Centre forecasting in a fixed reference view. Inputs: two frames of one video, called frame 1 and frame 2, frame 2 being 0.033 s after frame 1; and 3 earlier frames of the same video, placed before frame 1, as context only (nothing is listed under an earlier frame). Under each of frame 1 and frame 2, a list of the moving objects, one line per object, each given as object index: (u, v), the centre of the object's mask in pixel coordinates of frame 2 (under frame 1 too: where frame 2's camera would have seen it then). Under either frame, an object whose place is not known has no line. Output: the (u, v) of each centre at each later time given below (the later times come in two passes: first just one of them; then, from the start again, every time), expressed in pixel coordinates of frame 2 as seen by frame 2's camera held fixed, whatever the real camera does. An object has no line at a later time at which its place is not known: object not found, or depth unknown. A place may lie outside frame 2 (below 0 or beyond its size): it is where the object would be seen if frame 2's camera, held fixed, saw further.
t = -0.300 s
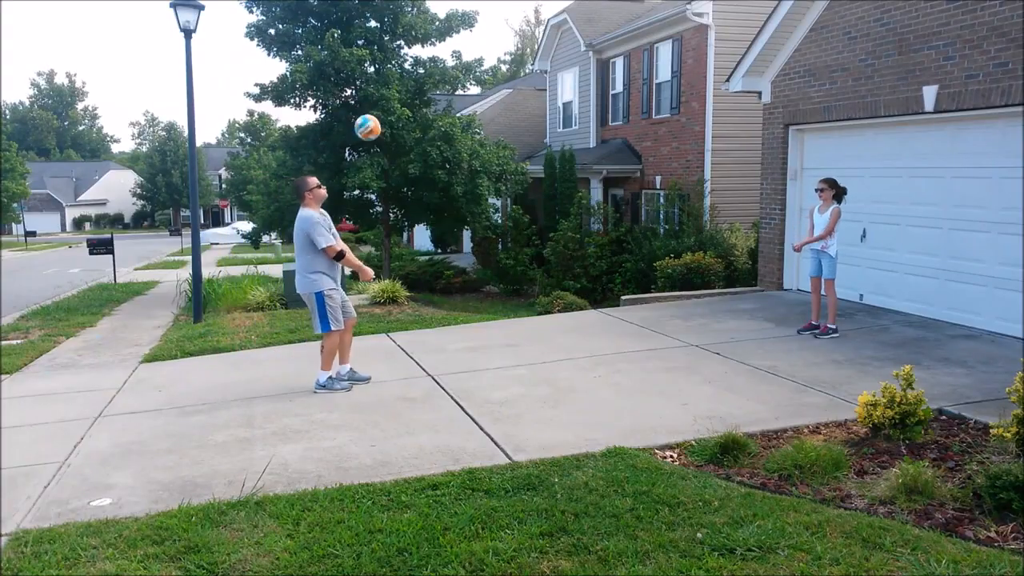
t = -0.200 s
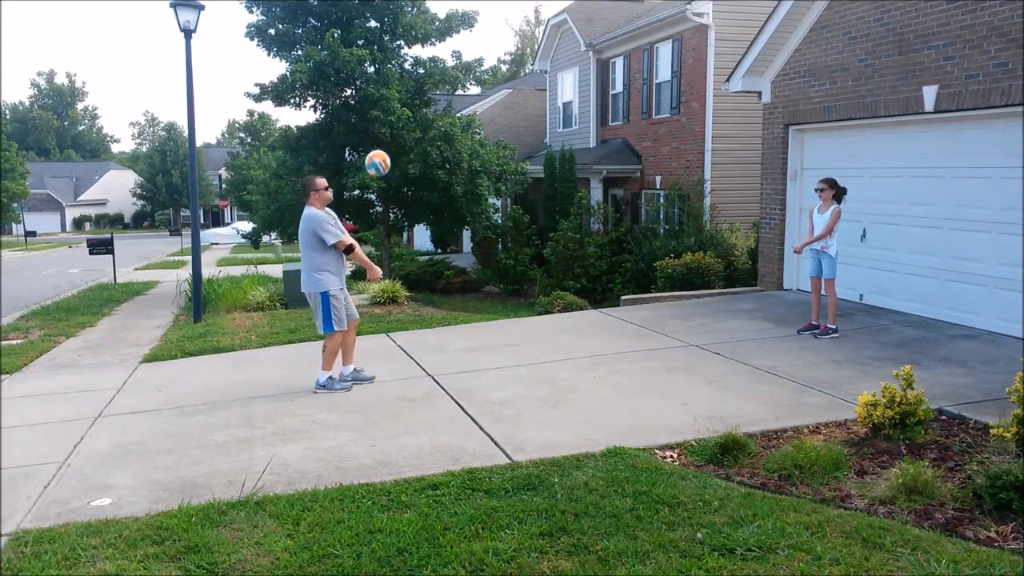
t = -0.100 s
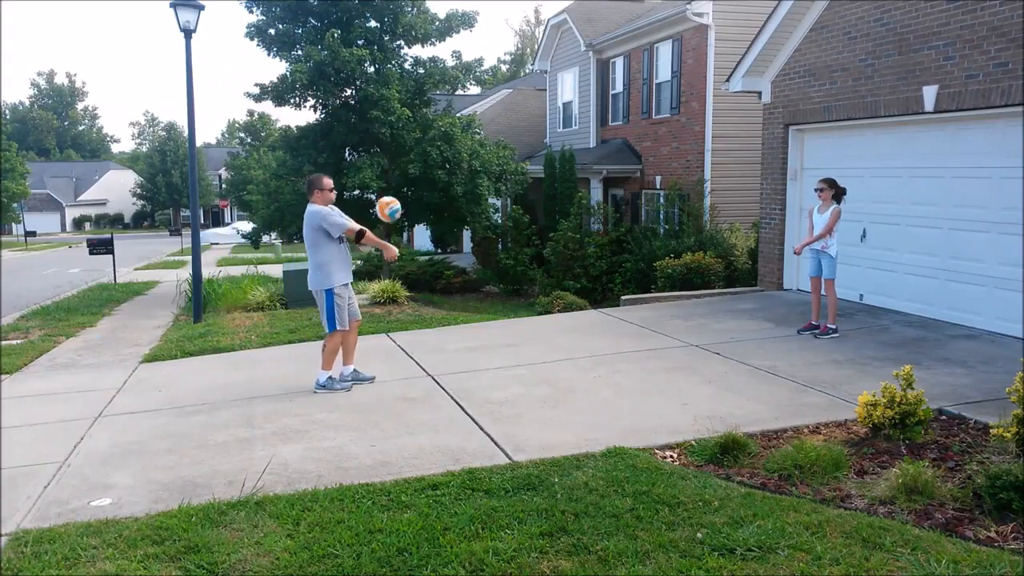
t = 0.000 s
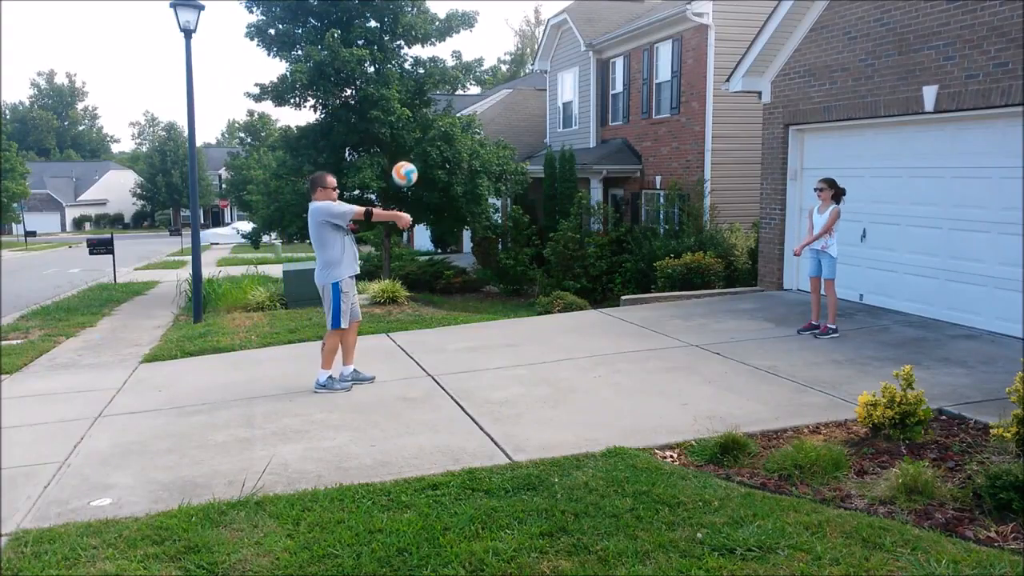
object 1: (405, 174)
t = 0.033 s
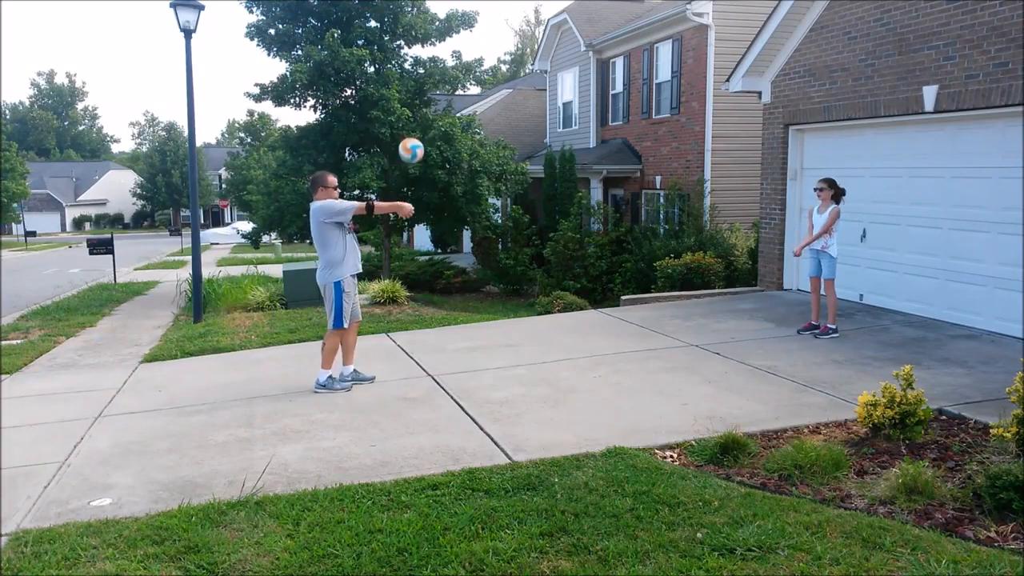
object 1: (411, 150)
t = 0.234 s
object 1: (448, 34)
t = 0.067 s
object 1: (417, 128)
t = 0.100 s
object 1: (424, 106)
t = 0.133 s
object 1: (430, 87)
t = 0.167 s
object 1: (436, 68)
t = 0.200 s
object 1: (442, 50)
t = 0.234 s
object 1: (448, 34)
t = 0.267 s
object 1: (455, 20)
